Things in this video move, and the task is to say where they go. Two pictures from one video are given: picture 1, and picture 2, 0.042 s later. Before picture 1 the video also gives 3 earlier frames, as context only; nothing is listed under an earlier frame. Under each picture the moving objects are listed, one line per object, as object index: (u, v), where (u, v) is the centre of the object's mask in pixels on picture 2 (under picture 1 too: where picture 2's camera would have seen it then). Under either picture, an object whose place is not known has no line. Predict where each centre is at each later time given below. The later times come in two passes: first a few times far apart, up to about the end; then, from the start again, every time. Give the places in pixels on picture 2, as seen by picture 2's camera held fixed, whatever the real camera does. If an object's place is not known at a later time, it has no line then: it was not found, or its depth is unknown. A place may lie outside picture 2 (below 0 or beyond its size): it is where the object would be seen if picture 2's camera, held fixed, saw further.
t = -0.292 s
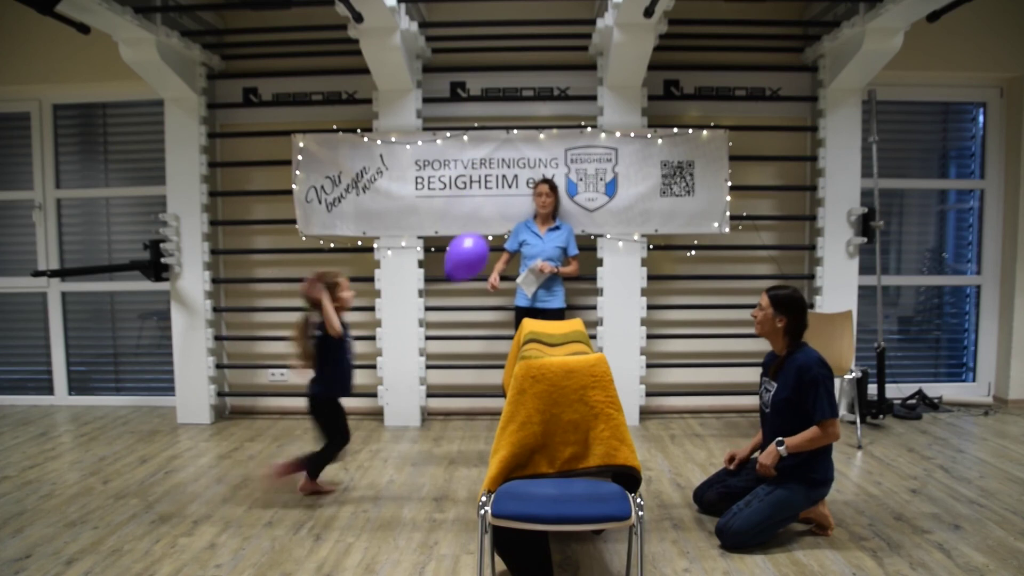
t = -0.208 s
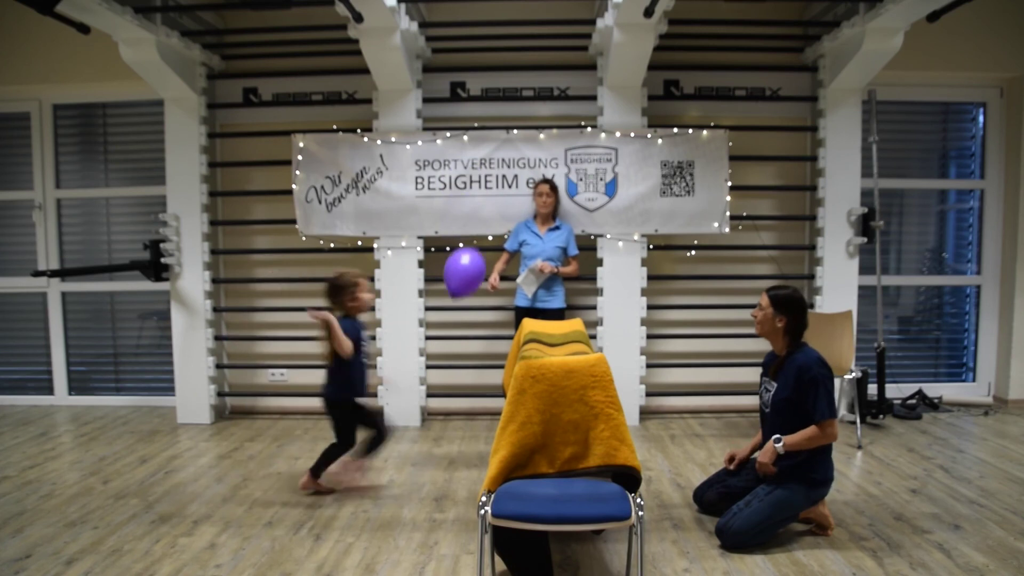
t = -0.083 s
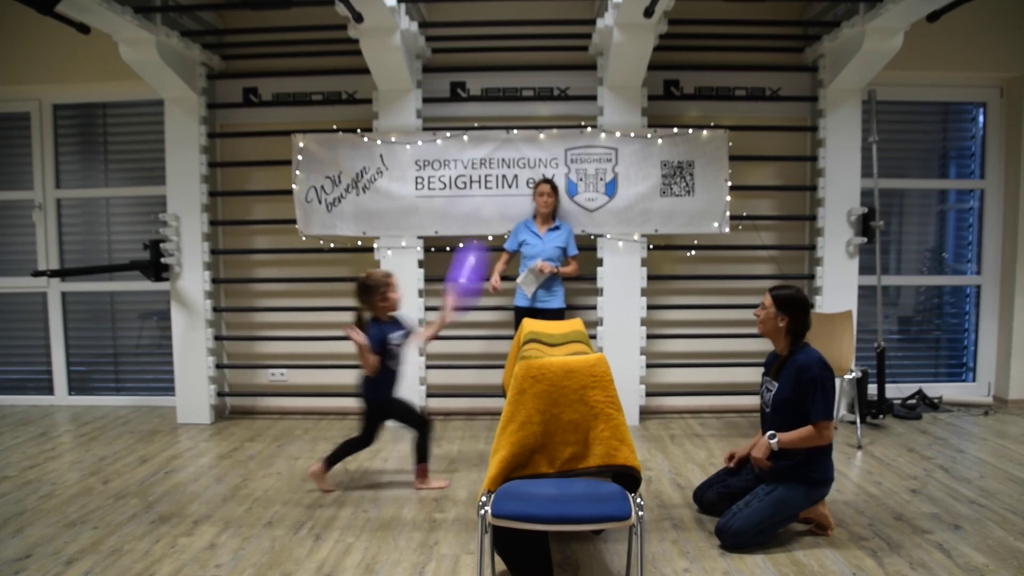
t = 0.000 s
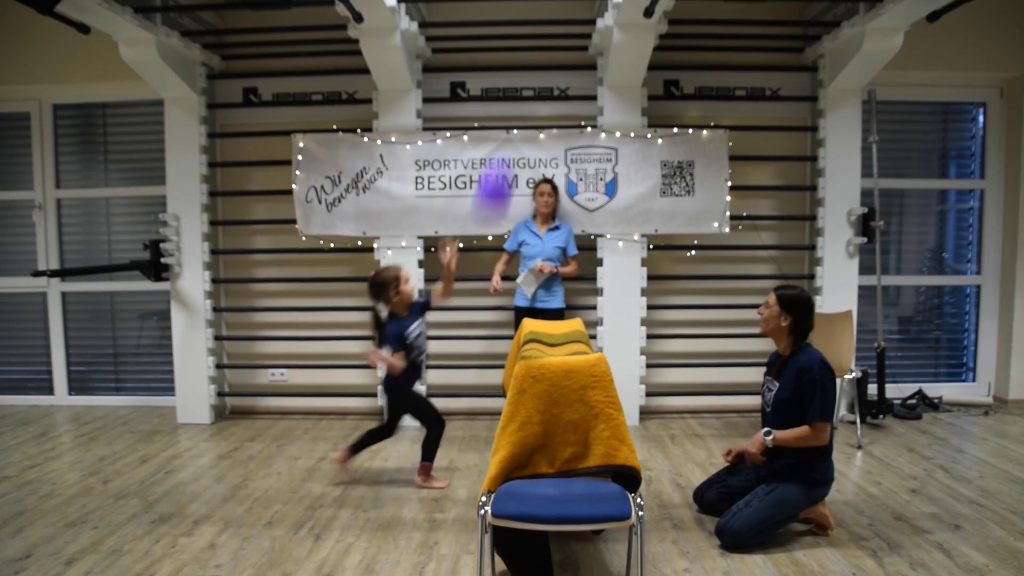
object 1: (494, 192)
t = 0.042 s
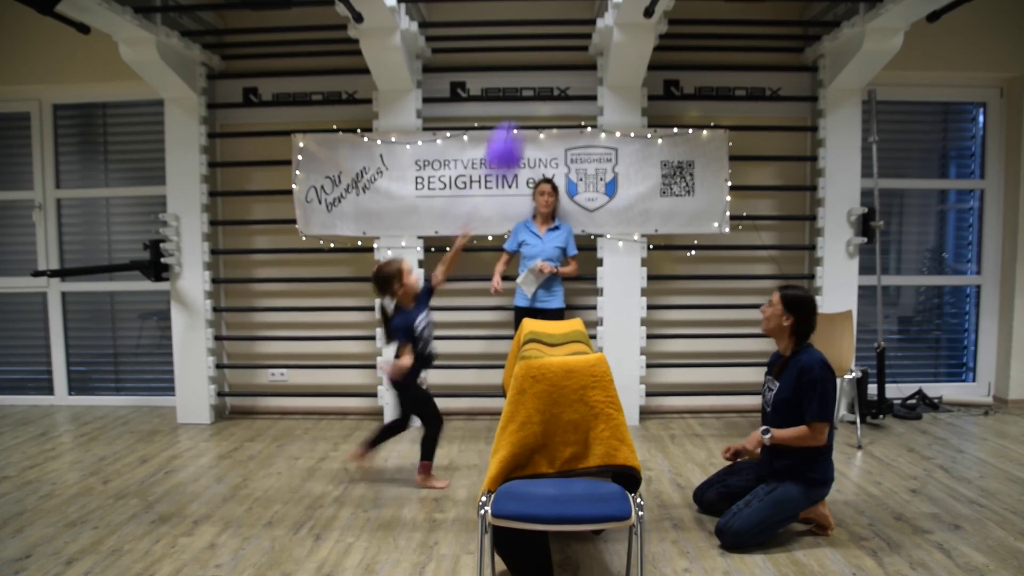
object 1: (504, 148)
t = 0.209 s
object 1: (521, 61)
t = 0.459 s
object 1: (517, 17)
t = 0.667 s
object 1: (520, 25)
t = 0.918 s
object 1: (526, 56)
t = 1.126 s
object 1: (529, 94)
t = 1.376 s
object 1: (522, 143)
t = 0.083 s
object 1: (511, 122)
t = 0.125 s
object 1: (516, 98)
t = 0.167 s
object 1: (520, 77)
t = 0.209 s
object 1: (521, 61)
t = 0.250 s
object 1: (522, 47)
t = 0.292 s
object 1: (521, 37)
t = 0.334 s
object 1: (520, 27)
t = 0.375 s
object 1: (519, 22)
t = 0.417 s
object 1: (518, 19)
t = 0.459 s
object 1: (517, 17)
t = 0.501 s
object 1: (517, 17)
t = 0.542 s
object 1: (517, 18)
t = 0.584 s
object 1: (518, 20)
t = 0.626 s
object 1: (519, 22)
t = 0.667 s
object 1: (520, 25)
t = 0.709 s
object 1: (521, 29)
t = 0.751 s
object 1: (522, 33)
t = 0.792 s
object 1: (523, 38)
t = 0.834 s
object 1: (524, 44)
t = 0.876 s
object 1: (525, 50)
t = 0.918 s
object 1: (526, 56)
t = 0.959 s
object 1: (527, 63)
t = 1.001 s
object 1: (528, 70)
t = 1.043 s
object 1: (528, 78)
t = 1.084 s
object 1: (529, 85)
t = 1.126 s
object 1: (529, 94)
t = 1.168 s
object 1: (528, 102)
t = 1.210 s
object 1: (528, 110)
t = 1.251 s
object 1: (527, 119)
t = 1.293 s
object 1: (525, 127)
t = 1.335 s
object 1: (524, 135)
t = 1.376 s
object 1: (522, 143)
